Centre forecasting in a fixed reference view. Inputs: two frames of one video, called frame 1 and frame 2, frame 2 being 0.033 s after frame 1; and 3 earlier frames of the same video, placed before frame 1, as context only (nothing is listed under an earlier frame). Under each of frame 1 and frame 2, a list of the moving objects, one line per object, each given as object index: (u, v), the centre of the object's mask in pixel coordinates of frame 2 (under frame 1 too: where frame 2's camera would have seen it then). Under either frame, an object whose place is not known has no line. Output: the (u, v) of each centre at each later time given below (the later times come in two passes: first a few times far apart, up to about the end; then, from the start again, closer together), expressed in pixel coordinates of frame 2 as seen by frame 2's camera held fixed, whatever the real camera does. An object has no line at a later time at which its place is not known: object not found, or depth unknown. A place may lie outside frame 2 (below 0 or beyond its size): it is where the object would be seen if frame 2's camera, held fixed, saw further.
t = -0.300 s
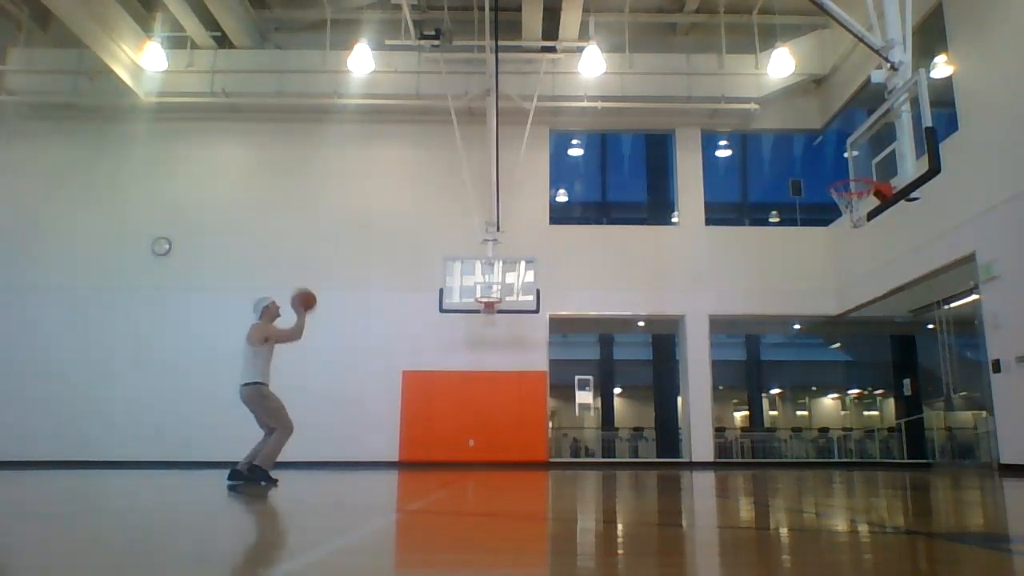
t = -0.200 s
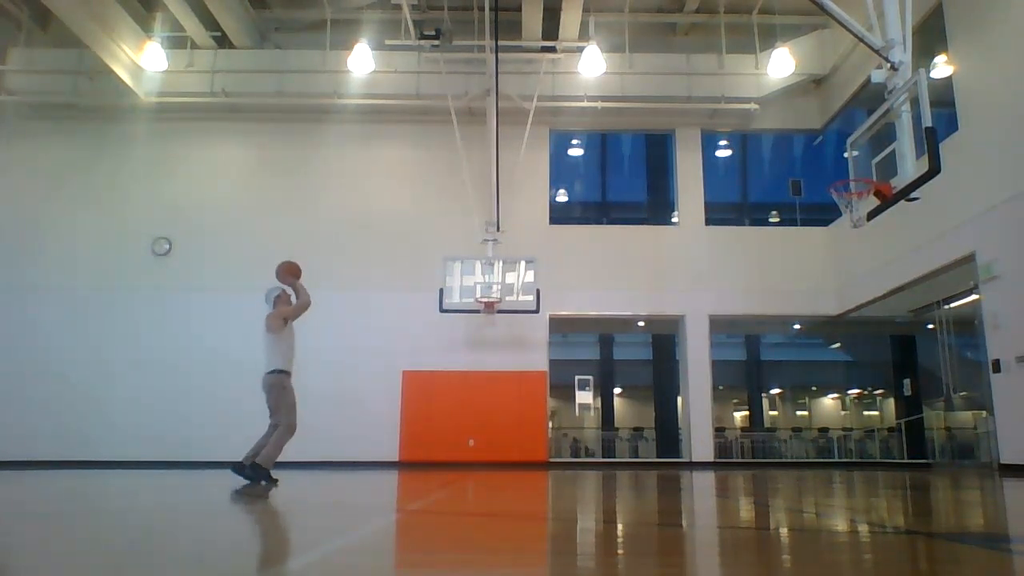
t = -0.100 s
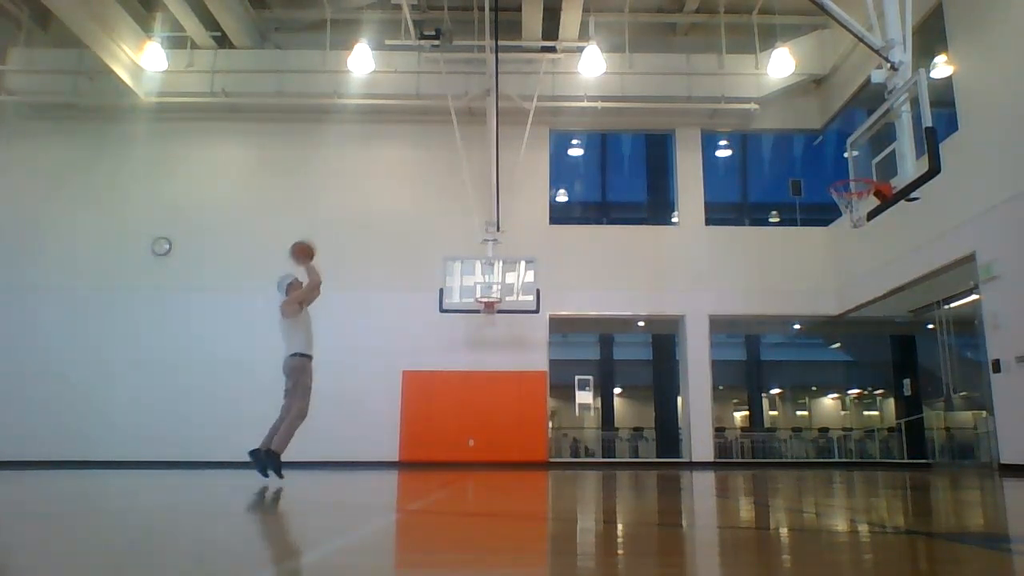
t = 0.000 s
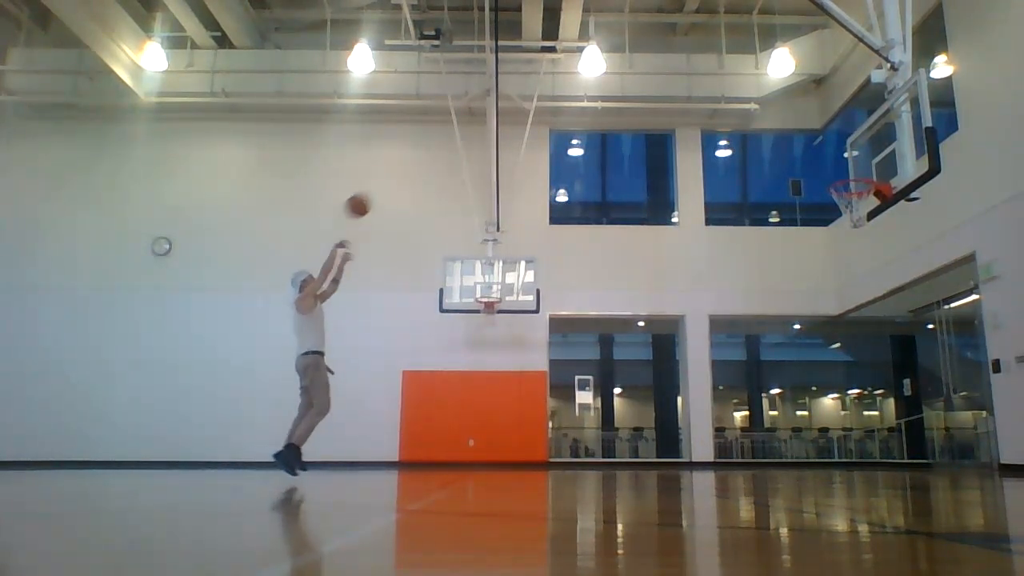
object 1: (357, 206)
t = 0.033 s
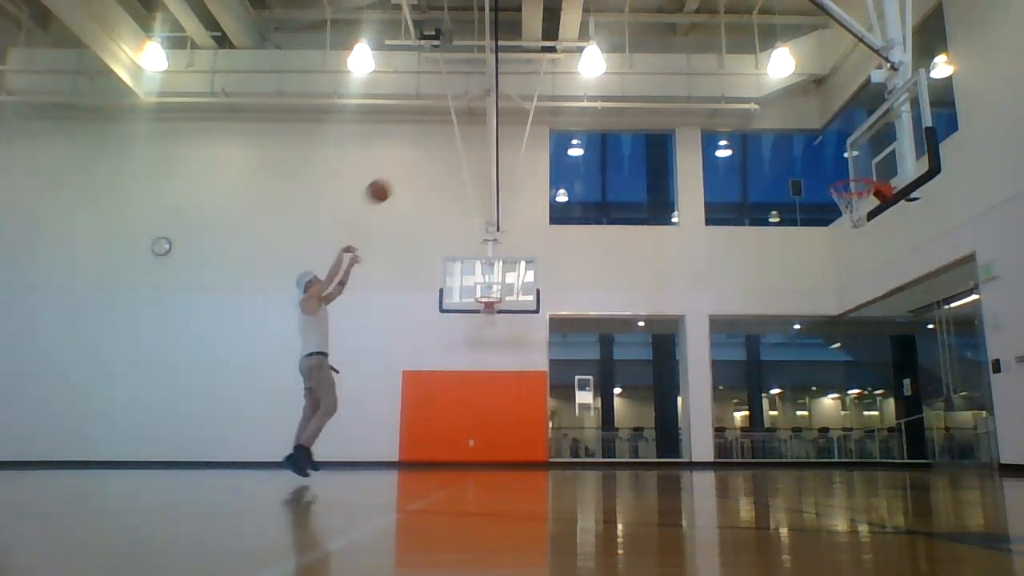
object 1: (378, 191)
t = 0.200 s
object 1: (473, 137)
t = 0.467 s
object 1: (615, 106)
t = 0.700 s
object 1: (732, 129)
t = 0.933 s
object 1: (821, 171)
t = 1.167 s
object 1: (802, 148)
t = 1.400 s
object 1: (787, 170)
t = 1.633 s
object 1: (775, 234)
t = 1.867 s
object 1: (766, 349)
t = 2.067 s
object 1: (761, 456)
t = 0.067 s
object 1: (397, 178)
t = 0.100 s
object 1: (417, 166)
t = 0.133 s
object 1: (437, 155)
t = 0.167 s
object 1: (455, 146)
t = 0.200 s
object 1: (473, 137)
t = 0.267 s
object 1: (510, 122)
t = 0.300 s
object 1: (528, 117)
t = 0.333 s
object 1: (546, 113)
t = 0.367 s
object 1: (562, 110)
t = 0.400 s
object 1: (581, 109)
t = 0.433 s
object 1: (598, 108)
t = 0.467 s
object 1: (615, 106)
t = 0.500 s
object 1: (632, 107)
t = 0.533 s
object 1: (648, 107)
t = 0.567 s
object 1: (665, 110)
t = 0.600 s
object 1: (681, 113)
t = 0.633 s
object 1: (698, 118)
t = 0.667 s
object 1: (714, 123)
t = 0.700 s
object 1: (732, 129)
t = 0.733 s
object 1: (747, 134)
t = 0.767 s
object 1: (765, 143)
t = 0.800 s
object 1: (781, 152)
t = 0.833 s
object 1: (797, 161)
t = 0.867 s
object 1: (813, 172)
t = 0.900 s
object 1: (823, 178)
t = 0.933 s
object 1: (821, 171)
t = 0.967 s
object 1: (818, 165)
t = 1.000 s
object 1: (815, 160)
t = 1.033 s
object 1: (812, 156)
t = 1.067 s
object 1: (809, 153)
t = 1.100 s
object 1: (807, 150)
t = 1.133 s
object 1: (804, 149)
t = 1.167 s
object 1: (802, 148)
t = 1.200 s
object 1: (800, 148)
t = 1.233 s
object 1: (798, 150)
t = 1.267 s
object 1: (795, 152)
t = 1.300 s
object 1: (792, 155)
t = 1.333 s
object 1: (791, 159)
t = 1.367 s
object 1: (789, 164)
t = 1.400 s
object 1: (787, 170)
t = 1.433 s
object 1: (785, 176)
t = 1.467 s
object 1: (783, 184)
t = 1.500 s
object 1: (781, 192)
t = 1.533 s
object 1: (780, 201)
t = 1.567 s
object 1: (778, 211)
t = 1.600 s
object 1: (776, 222)
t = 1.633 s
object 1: (775, 234)
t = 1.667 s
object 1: (773, 248)
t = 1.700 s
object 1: (772, 262)
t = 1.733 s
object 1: (770, 278)
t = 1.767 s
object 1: (769, 294)
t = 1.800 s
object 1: (768, 312)
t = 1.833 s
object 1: (766, 330)
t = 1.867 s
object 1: (766, 349)
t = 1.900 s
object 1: (765, 370)
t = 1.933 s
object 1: (763, 388)
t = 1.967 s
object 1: (761, 414)
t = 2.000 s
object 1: (762, 438)
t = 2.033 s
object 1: (762, 461)
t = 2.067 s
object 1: (761, 456)
